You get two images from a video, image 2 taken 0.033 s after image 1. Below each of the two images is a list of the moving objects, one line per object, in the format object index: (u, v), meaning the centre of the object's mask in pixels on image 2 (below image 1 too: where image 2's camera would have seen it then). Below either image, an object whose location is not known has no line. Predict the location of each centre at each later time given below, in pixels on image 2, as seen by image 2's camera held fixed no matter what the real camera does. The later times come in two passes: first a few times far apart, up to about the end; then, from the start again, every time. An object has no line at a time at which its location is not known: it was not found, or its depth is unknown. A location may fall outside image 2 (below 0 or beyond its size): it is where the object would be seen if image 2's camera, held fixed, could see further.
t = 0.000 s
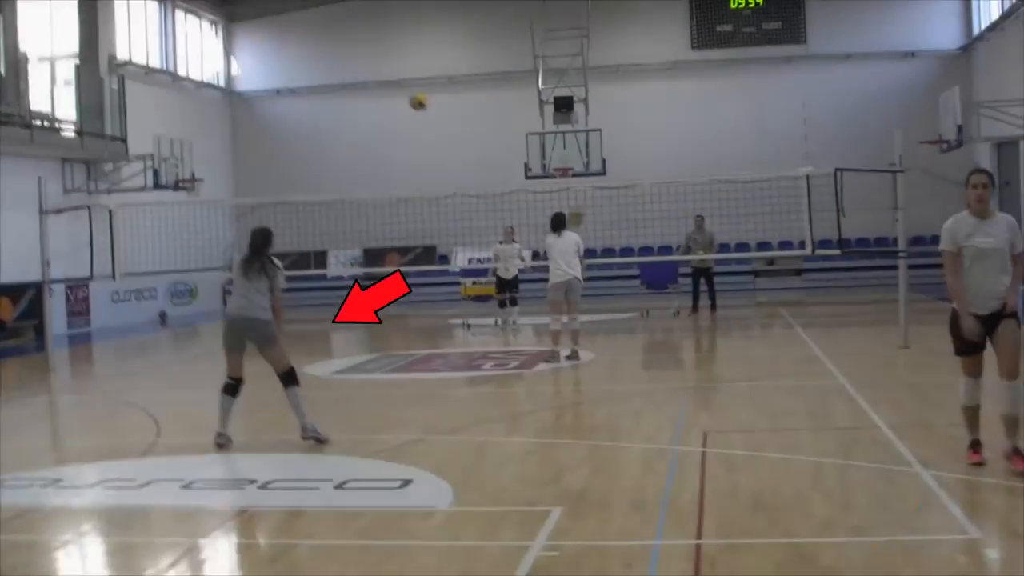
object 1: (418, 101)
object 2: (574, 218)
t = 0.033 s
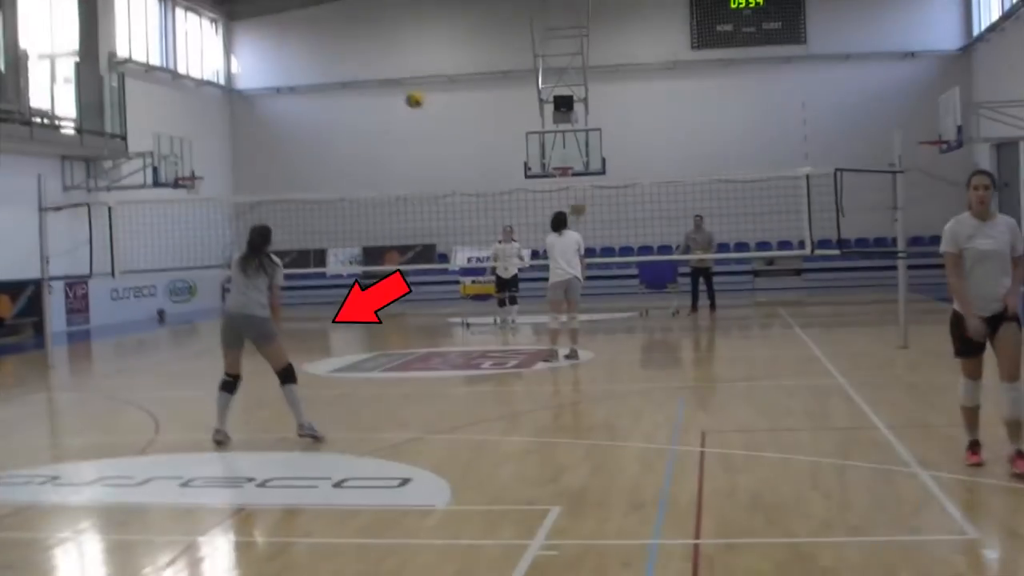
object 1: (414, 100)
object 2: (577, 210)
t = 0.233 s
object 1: (377, 111)
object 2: (595, 172)
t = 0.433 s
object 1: (334, 158)
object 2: (613, 166)
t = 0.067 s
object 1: (408, 100)
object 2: (580, 200)
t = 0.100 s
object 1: (403, 100)
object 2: (583, 191)
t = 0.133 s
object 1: (397, 100)
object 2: (586, 189)
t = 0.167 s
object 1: (390, 103)
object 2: (589, 180)
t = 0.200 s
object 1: (381, 108)
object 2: (594, 174)
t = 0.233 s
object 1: (377, 111)
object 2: (595, 172)
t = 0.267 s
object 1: (370, 116)
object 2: (597, 170)
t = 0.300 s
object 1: (364, 121)
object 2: (601, 167)
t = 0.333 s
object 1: (356, 128)
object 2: (603, 167)
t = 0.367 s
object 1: (349, 136)
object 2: (607, 164)
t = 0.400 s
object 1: (339, 150)
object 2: (611, 165)
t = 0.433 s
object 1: (334, 158)
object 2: (613, 166)
